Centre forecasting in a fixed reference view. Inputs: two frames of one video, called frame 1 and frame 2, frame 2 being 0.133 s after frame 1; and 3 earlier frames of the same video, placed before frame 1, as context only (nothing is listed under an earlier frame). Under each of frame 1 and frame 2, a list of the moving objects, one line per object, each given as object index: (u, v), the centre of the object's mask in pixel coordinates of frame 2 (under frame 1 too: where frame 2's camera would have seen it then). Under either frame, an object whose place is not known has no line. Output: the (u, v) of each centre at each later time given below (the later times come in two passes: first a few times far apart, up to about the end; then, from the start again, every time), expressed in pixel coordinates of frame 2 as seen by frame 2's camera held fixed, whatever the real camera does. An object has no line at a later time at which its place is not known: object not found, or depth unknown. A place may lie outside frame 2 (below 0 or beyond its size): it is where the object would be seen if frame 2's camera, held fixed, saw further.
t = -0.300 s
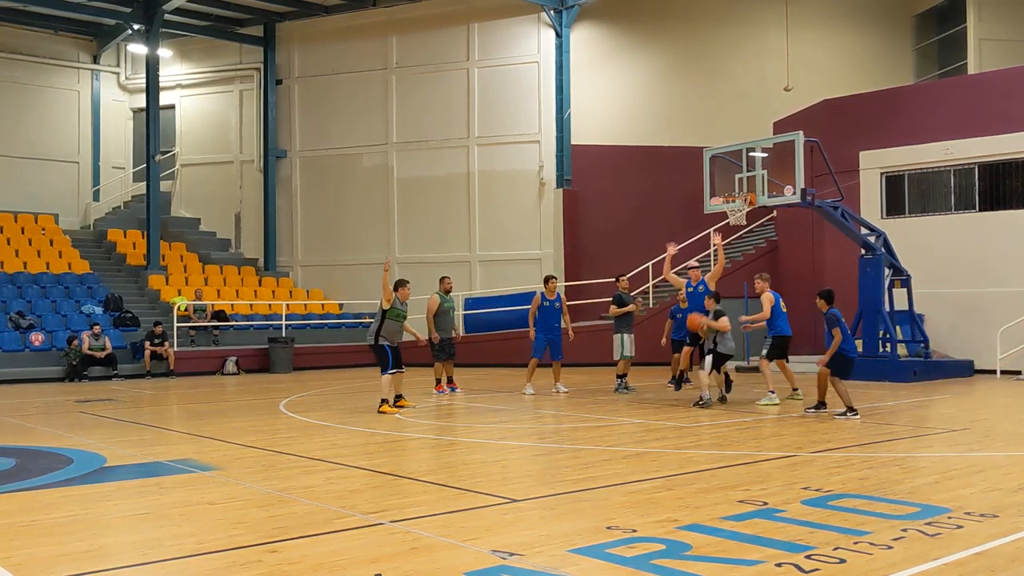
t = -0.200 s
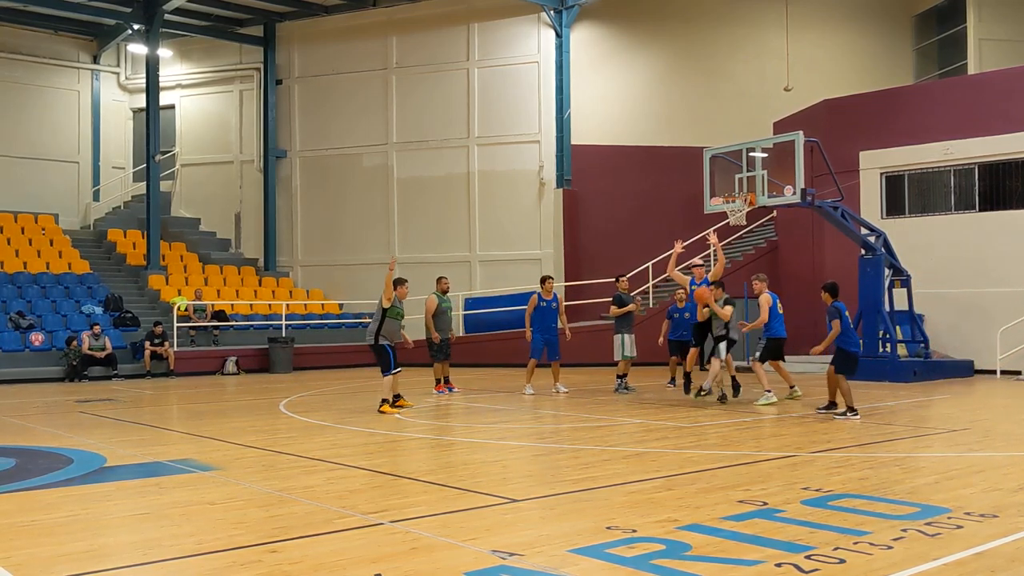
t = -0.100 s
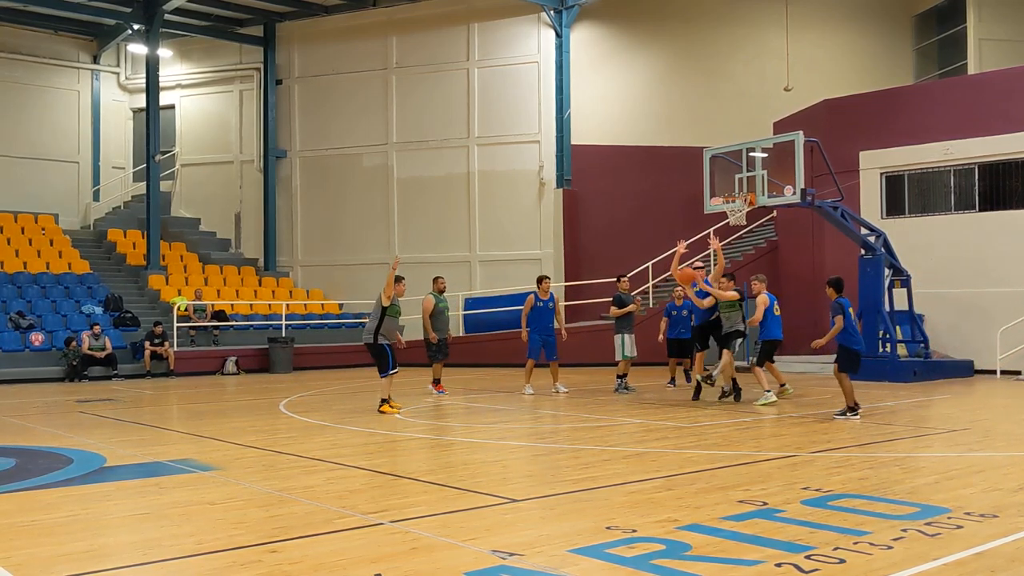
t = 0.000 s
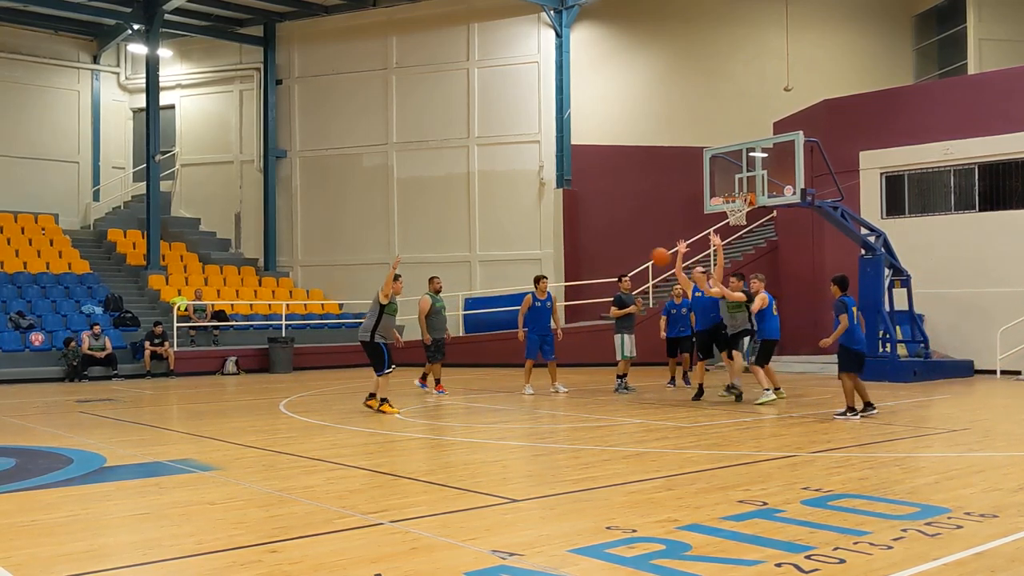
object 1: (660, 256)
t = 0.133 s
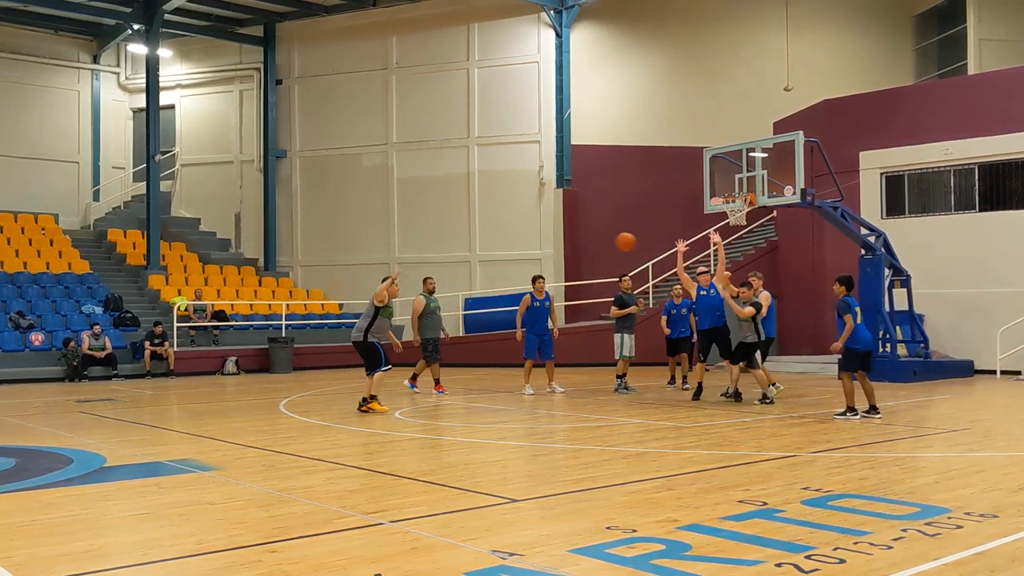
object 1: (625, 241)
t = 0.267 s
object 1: (589, 238)
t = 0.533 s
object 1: (511, 274)
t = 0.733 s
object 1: (446, 343)
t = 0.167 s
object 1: (616, 239)
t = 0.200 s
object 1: (607, 238)
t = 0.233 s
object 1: (598, 238)
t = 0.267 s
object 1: (589, 238)
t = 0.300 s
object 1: (579, 240)
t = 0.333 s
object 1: (570, 242)
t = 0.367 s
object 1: (561, 245)
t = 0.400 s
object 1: (550, 249)
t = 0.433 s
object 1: (540, 254)
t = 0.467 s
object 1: (531, 260)
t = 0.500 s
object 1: (521, 267)
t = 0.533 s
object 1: (511, 274)
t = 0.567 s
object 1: (501, 283)
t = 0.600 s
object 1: (490, 293)
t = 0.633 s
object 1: (479, 303)
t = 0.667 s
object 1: (469, 315)
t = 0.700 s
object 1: (458, 328)
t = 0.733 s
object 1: (446, 343)
